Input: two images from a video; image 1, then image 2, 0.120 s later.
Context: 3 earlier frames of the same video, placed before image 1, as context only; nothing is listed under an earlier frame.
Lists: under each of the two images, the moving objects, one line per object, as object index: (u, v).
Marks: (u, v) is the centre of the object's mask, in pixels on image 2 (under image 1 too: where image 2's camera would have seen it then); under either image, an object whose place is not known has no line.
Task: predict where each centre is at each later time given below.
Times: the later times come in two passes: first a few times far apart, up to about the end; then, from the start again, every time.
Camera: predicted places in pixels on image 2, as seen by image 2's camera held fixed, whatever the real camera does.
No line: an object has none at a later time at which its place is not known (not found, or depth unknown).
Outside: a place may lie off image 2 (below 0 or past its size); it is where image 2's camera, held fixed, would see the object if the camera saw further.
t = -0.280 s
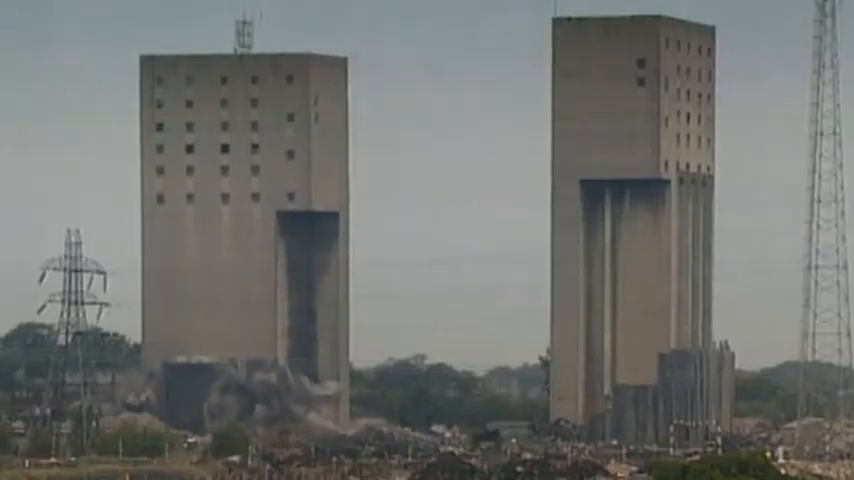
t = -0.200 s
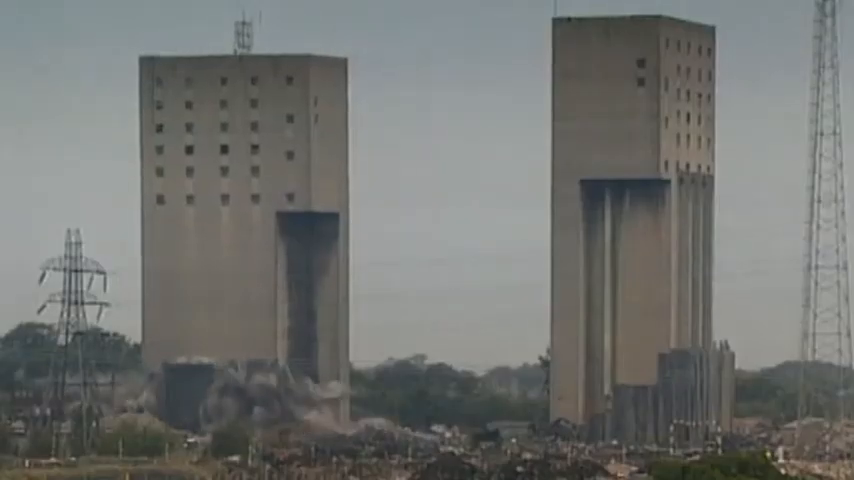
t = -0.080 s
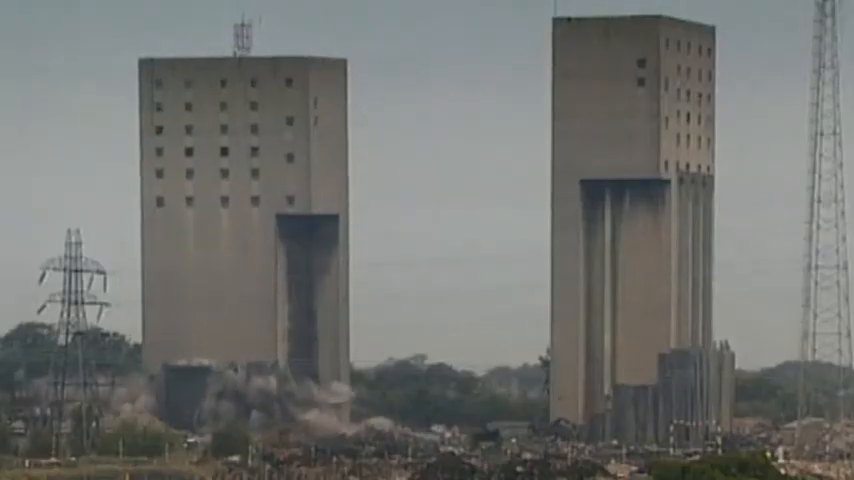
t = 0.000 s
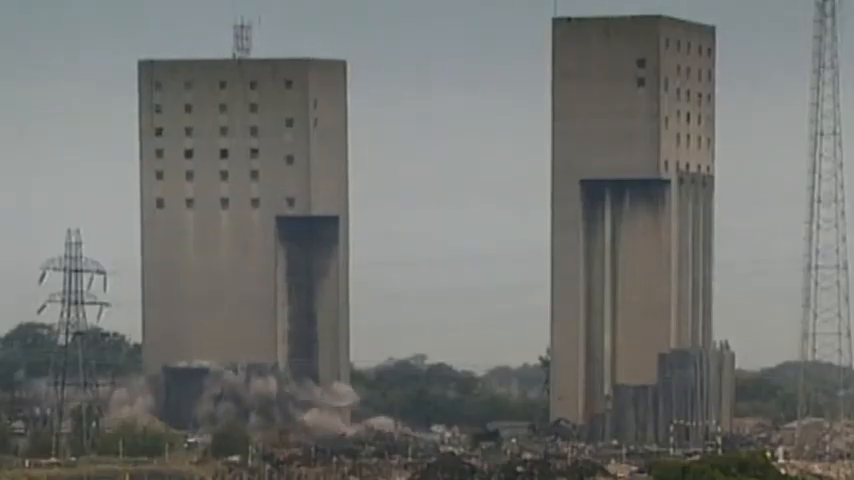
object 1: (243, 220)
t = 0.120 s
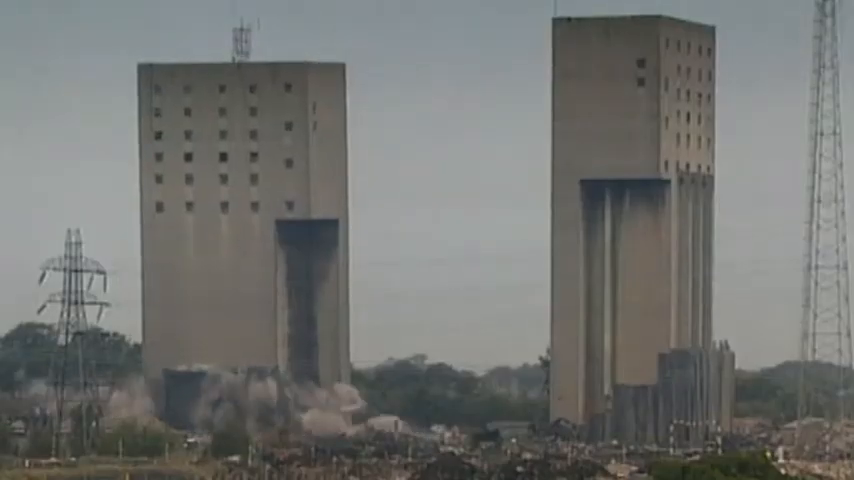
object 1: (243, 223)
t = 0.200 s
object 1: (243, 222)
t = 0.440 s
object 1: (243, 226)
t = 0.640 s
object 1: (242, 232)
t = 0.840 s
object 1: (241, 238)
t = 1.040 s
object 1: (241, 242)
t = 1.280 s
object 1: (239, 248)
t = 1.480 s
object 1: (236, 253)
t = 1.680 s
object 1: (234, 256)
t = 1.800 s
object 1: (233, 257)
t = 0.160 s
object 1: (242, 223)
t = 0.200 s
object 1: (243, 222)
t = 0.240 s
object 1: (243, 221)
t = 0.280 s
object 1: (243, 223)
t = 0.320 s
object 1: (244, 222)
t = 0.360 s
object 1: (243, 224)
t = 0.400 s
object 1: (243, 225)
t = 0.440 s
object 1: (243, 226)
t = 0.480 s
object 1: (243, 227)
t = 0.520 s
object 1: (243, 228)
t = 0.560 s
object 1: (243, 229)
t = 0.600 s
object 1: (242, 230)
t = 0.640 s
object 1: (242, 232)
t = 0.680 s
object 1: (242, 233)
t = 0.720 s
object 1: (242, 234)
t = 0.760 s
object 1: (242, 236)
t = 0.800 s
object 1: (242, 237)
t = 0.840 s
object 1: (241, 238)
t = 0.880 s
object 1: (241, 239)
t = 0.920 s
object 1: (241, 239)
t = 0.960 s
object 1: (241, 241)
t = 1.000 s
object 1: (241, 243)
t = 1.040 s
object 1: (241, 242)
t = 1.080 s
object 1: (240, 243)
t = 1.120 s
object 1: (240, 245)
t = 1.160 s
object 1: (240, 245)
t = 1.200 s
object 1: (240, 246)
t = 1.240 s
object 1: (239, 247)
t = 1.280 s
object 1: (239, 248)
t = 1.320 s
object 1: (239, 249)
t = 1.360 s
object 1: (238, 250)
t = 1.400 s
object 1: (238, 252)
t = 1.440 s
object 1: (237, 253)
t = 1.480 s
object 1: (236, 253)
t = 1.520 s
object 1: (236, 254)
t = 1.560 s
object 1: (236, 255)
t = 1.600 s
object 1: (235, 255)
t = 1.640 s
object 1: (235, 256)
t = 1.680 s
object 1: (234, 256)
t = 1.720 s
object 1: (234, 257)
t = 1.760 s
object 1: (233, 257)
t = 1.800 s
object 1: (233, 257)
